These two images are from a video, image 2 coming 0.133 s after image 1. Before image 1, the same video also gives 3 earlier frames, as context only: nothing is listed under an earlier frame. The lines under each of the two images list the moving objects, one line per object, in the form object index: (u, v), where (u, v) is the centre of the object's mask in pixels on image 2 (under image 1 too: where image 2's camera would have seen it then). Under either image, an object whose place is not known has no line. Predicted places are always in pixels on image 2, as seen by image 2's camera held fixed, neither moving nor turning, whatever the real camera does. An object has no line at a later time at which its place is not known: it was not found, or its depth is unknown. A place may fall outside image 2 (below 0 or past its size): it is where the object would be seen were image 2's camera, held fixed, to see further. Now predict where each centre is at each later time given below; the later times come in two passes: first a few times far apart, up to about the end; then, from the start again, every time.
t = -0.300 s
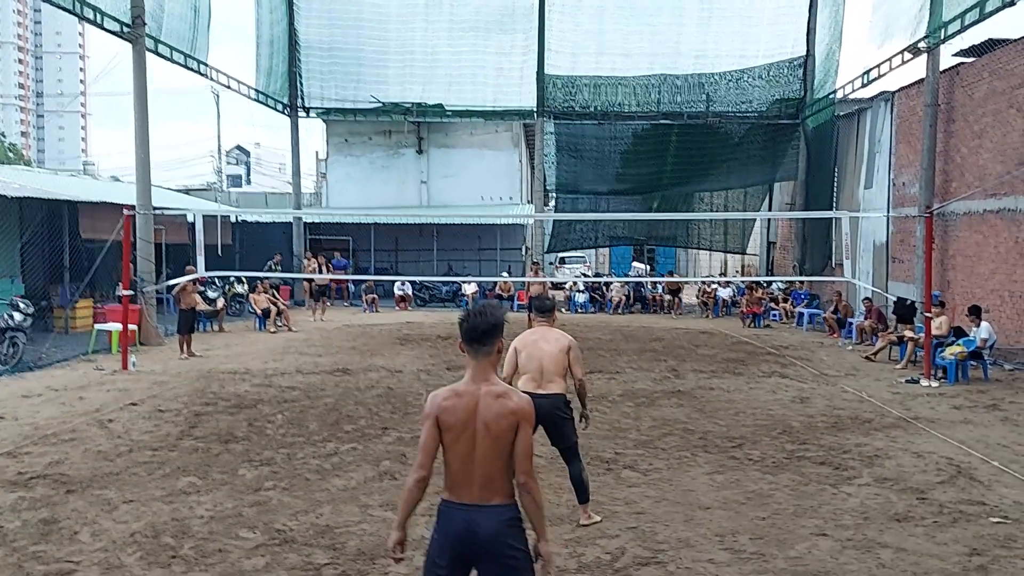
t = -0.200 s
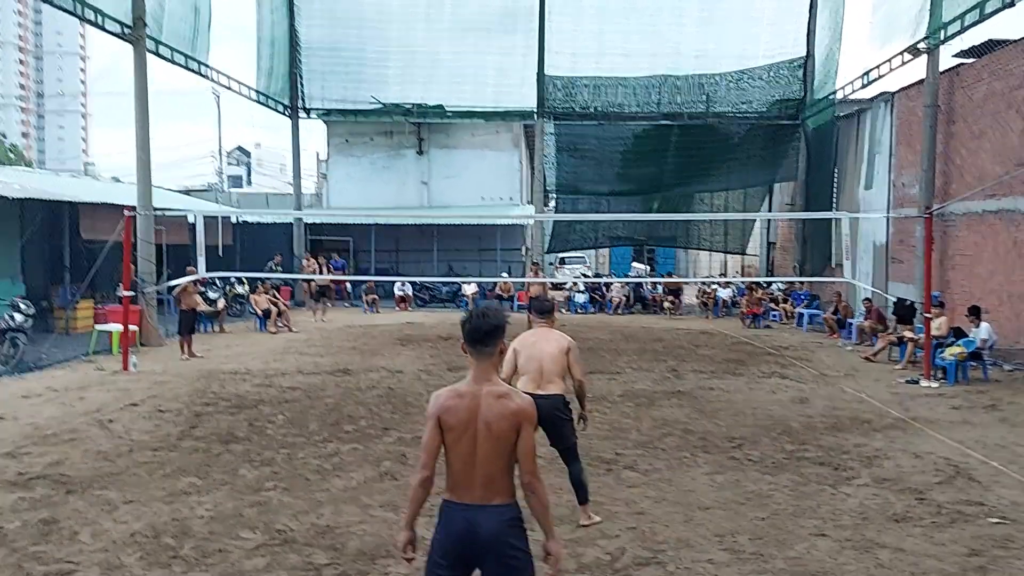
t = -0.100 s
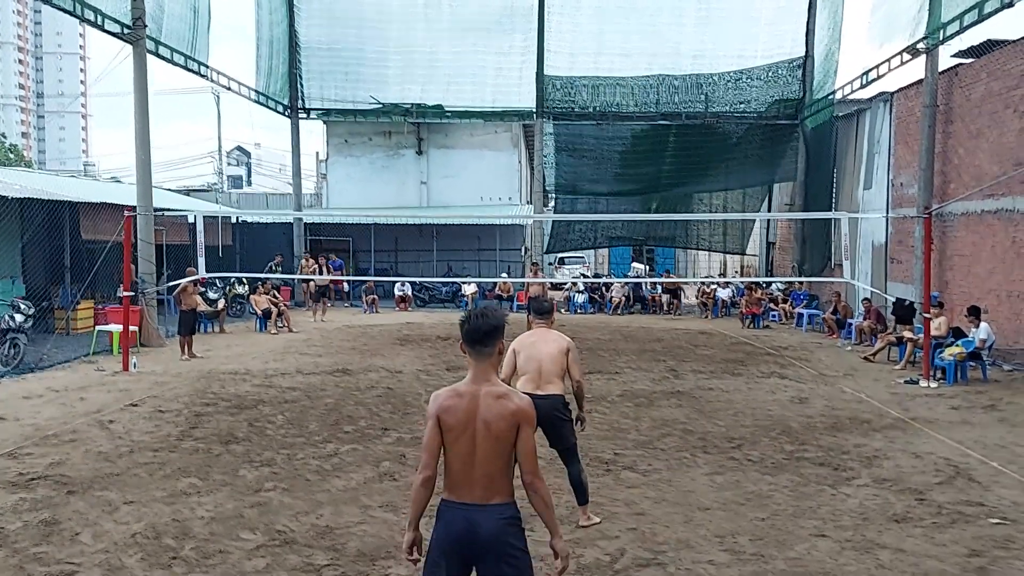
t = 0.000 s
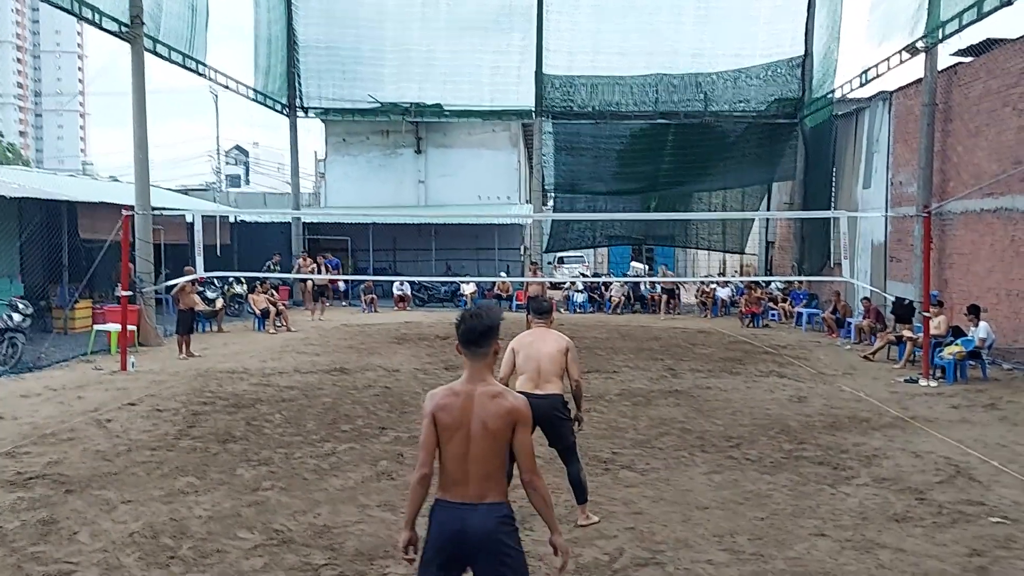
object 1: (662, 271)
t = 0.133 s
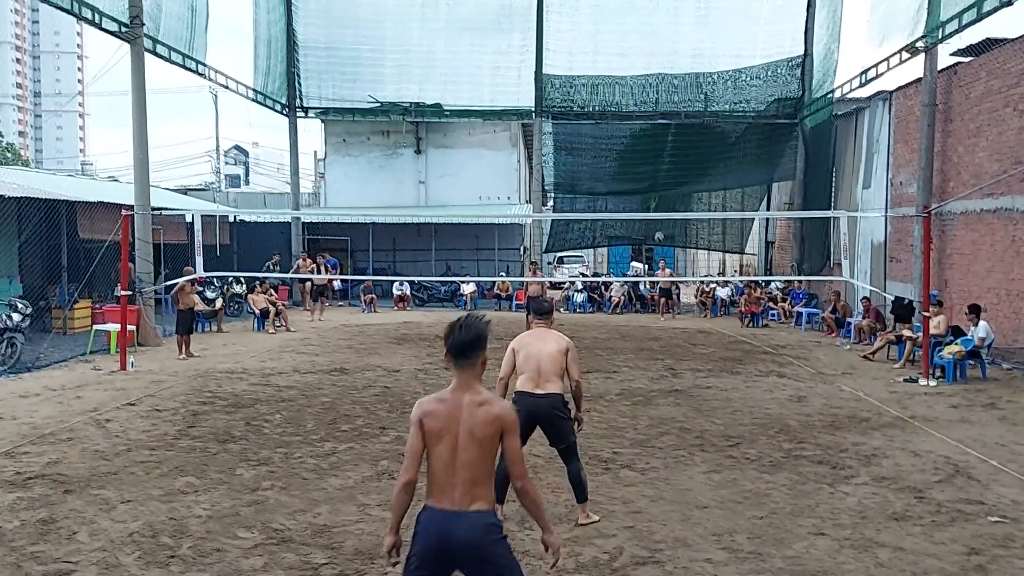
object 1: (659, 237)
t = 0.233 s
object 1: (656, 211)
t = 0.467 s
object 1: (652, 166)
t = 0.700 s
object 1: (652, 134)
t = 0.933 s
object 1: (656, 134)
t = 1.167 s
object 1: (674, 208)
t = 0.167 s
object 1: (658, 229)
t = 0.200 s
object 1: (657, 222)
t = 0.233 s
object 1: (656, 211)
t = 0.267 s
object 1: (656, 206)
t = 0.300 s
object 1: (655, 198)
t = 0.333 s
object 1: (655, 191)
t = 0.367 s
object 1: (654, 184)
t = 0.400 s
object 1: (653, 177)
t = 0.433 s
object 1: (653, 171)
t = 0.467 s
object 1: (652, 166)
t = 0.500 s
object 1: (652, 160)
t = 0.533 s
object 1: (652, 155)
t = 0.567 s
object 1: (652, 150)
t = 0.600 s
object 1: (652, 144)
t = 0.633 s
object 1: (652, 141)
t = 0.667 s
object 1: (652, 137)
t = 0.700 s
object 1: (652, 134)
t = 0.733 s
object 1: (652, 131)
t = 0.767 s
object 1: (652, 129)
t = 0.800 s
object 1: (652, 128)
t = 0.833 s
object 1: (653, 129)
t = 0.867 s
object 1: (654, 129)
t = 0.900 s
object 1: (655, 131)
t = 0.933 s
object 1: (656, 134)
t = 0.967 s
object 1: (658, 139)
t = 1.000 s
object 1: (660, 145)
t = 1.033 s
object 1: (662, 153)
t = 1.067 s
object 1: (665, 163)
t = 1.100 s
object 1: (668, 176)
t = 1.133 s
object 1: (670, 191)
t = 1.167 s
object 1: (674, 208)
